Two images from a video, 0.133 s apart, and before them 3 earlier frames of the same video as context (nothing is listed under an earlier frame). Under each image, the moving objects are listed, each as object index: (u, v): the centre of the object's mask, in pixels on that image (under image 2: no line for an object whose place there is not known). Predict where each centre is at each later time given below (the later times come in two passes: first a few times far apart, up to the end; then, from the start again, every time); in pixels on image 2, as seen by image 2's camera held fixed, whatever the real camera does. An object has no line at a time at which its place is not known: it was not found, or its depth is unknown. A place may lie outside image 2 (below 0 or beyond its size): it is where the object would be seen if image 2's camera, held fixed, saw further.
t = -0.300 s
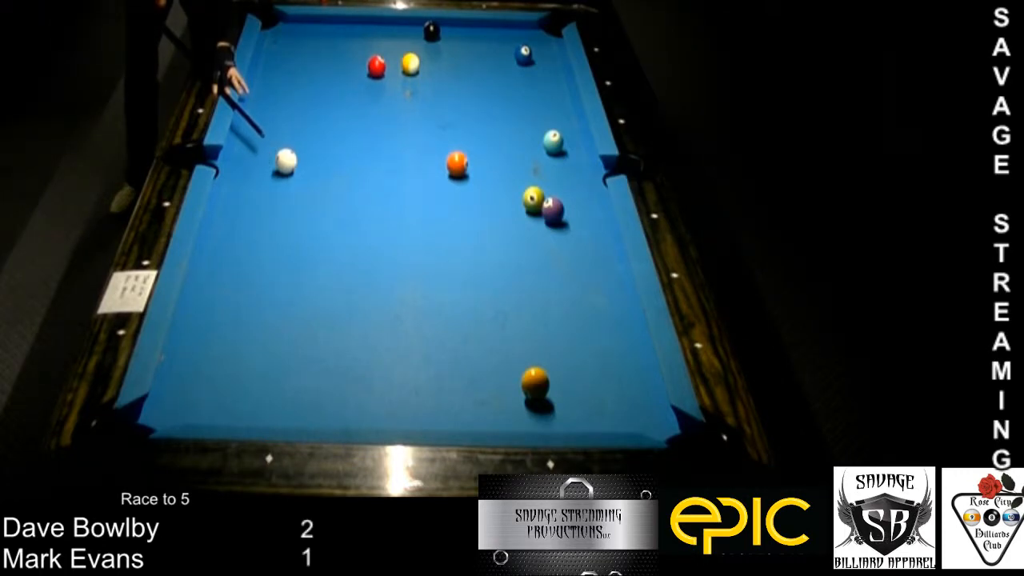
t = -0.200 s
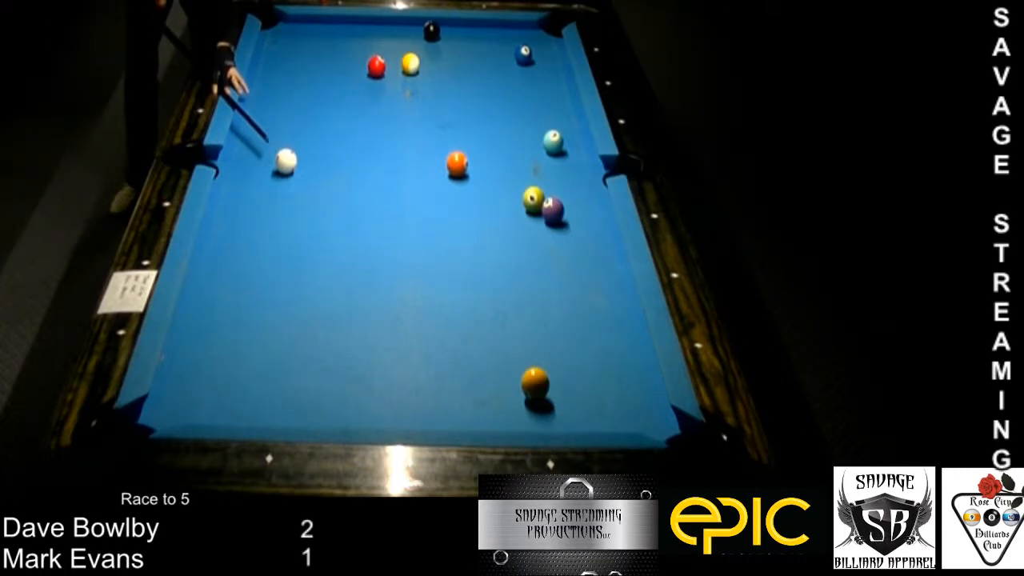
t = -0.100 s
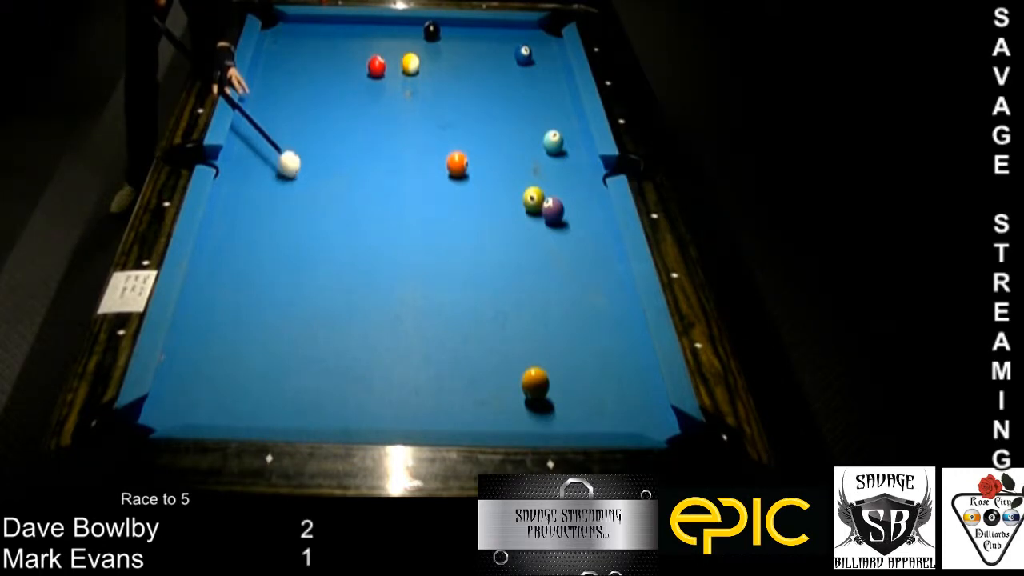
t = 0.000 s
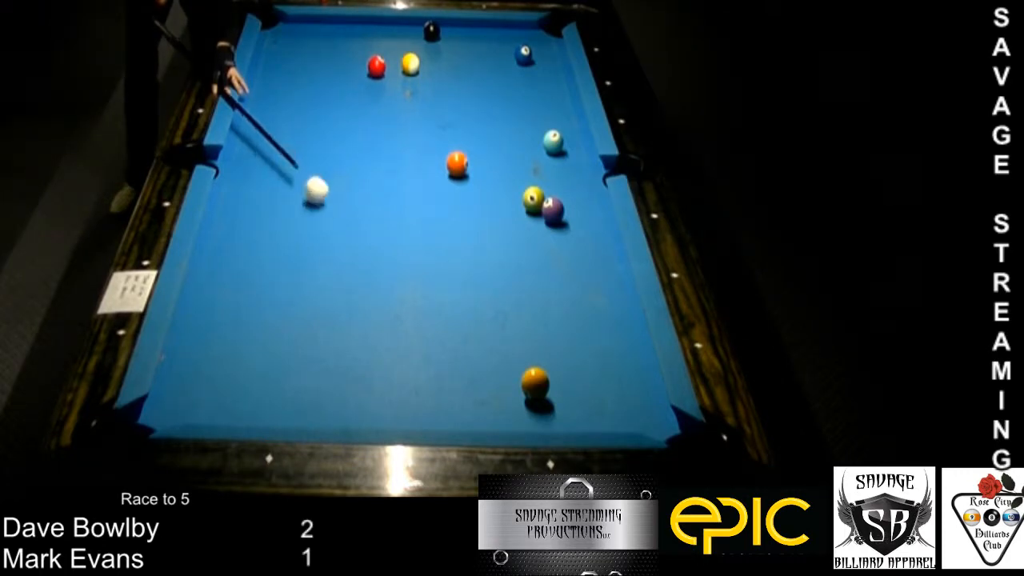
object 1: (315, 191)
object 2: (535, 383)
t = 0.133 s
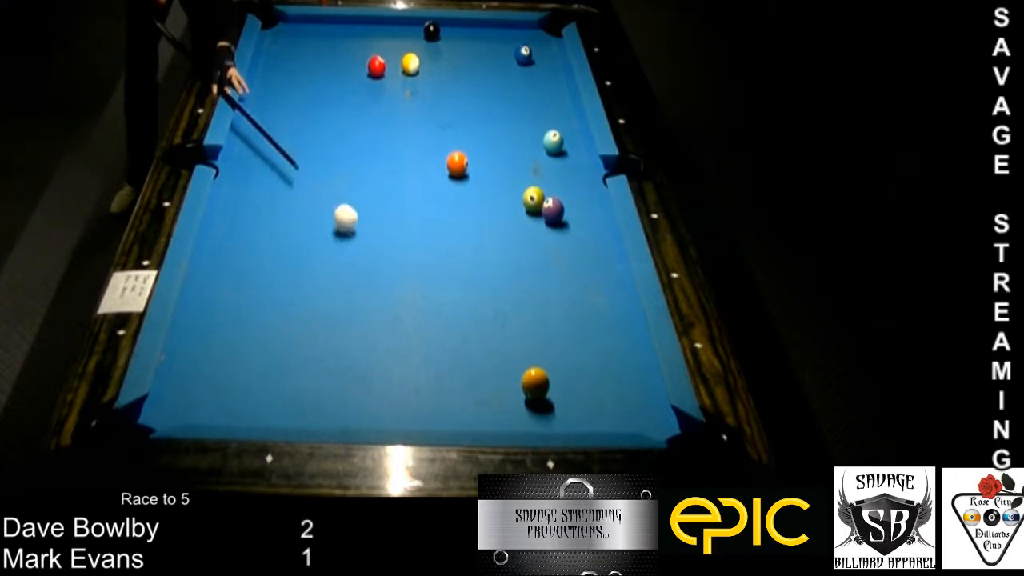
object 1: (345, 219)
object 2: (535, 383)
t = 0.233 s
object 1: (372, 245)
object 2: (535, 383)
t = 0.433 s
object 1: (436, 307)
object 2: (535, 383)
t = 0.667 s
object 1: (509, 375)
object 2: (537, 384)
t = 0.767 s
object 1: (504, 392)
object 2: (577, 401)
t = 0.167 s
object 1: (353, 227)
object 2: (535, 383)
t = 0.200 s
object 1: (363, 236)
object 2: (535, 383)
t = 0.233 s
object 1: (372, 245)
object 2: (535, 383)
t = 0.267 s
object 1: (381, 254)
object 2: (535, 383)
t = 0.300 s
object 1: (391, 263)
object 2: (535, 383)
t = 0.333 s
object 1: (400, 272)
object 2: (535, 383)
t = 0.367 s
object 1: (410, 282)
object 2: (535, 383)
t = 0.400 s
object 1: (426, 297)
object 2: (535, 383)
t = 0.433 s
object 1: (436, 307)
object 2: (535, 383)
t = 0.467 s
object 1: (447, 317)
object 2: (535, 383)
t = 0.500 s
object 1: (458, 327)
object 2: (535, 383)
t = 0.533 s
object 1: (464, 333)
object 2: (535, 383)
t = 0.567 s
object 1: (475, 343)
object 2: (535, 383)
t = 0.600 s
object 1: (487, 353)
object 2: (535, 383)
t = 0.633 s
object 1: (499, 365)
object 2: (535, 383)
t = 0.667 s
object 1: (509, 375)
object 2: (537, 384)
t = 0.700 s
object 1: (506, 380)
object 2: (551, 389)
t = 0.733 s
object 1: (504, 386)
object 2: (565, 396)
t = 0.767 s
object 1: (504, 392)
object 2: (577, 401)
